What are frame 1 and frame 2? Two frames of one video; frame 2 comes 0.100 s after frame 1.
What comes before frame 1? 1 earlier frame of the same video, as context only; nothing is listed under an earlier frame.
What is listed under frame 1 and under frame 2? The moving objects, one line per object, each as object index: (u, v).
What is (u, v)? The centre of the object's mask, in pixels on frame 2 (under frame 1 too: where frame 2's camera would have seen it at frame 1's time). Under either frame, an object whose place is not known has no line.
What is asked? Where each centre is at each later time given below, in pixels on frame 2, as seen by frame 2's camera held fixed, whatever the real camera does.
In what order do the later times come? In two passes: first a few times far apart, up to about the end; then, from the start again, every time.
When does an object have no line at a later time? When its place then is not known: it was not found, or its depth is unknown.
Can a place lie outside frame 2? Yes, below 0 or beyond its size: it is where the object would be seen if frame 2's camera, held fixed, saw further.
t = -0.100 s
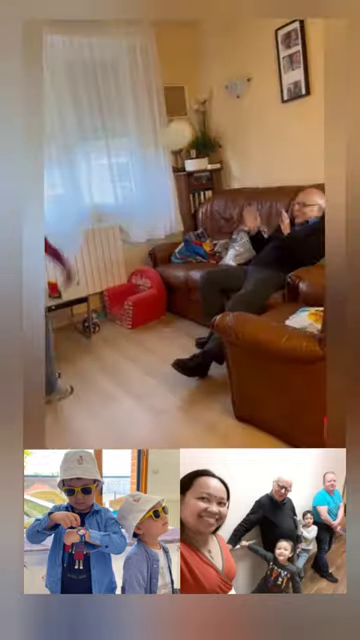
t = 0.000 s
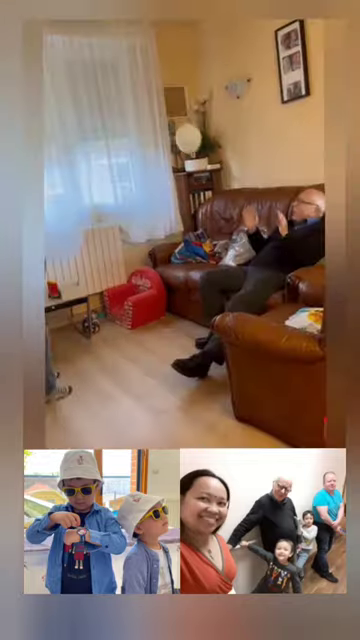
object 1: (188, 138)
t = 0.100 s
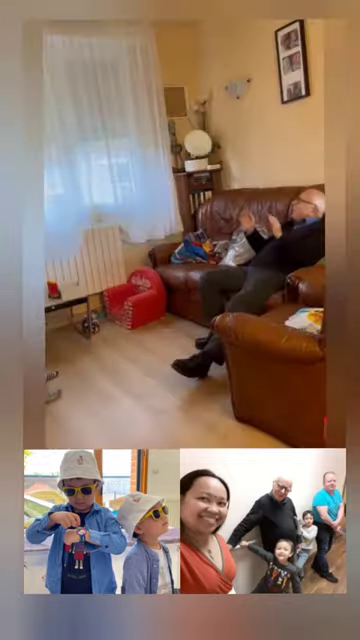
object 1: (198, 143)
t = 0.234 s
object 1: (214, 150)
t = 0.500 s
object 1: (239, 173)
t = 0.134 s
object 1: (202, 145)
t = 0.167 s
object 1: (206, 146)
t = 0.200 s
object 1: (210, 148)
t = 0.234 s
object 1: (214, 150)
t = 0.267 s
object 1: (218, 152)
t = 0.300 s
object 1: (221, 154)
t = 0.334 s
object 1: (225, 157)
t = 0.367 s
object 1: (229, 160)
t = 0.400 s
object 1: (232, 163)
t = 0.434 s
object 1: (234, 166)
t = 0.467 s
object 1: (237, 169)
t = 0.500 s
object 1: (239, 173)
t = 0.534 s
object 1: (240, 176)
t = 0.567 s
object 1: (243, 179)
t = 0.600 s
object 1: (244, 183)
